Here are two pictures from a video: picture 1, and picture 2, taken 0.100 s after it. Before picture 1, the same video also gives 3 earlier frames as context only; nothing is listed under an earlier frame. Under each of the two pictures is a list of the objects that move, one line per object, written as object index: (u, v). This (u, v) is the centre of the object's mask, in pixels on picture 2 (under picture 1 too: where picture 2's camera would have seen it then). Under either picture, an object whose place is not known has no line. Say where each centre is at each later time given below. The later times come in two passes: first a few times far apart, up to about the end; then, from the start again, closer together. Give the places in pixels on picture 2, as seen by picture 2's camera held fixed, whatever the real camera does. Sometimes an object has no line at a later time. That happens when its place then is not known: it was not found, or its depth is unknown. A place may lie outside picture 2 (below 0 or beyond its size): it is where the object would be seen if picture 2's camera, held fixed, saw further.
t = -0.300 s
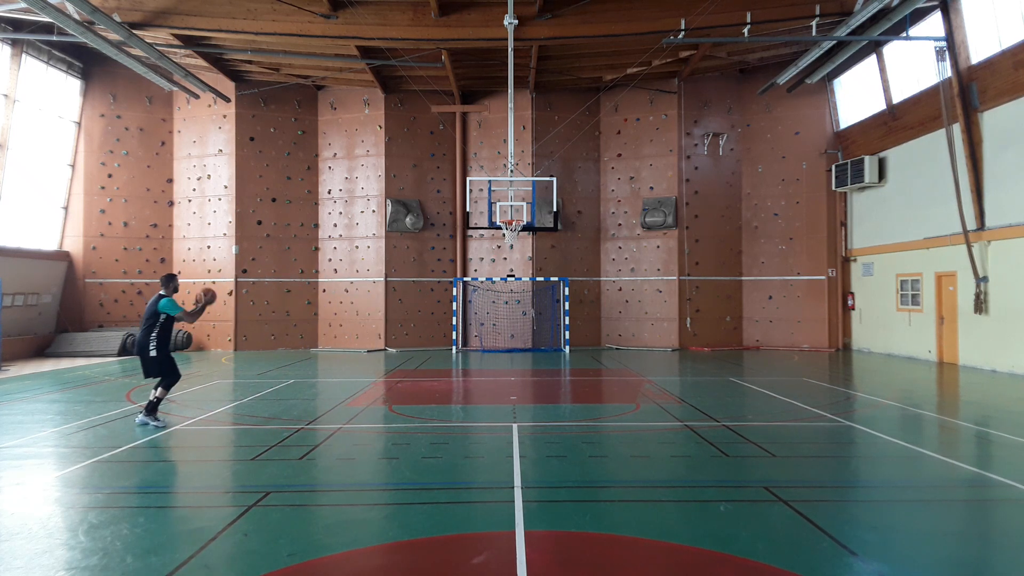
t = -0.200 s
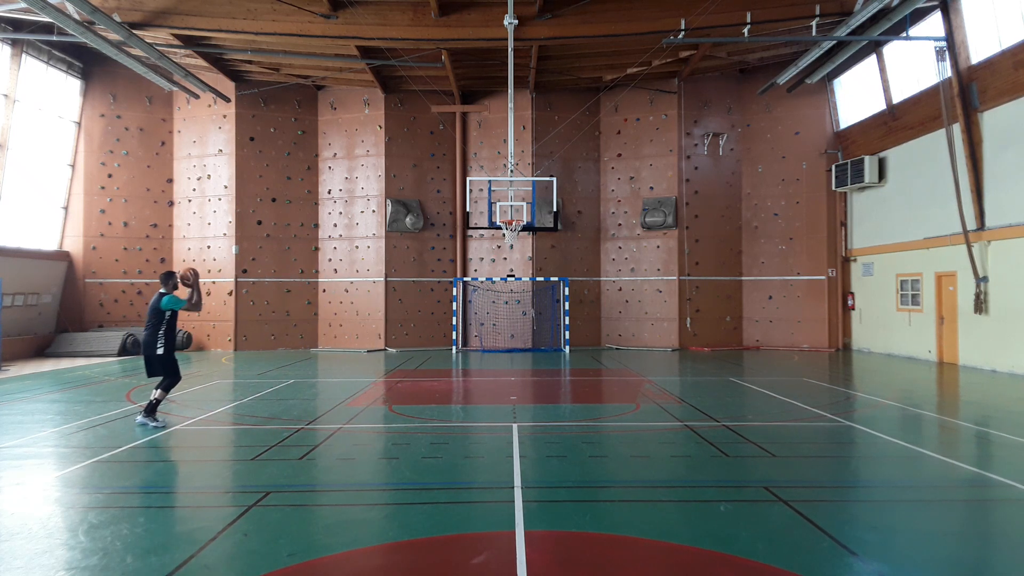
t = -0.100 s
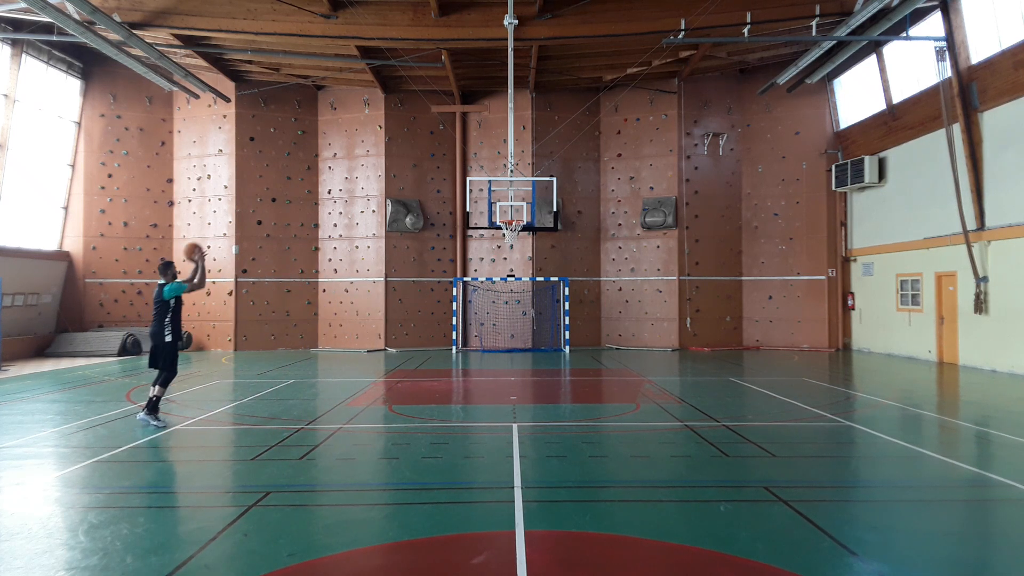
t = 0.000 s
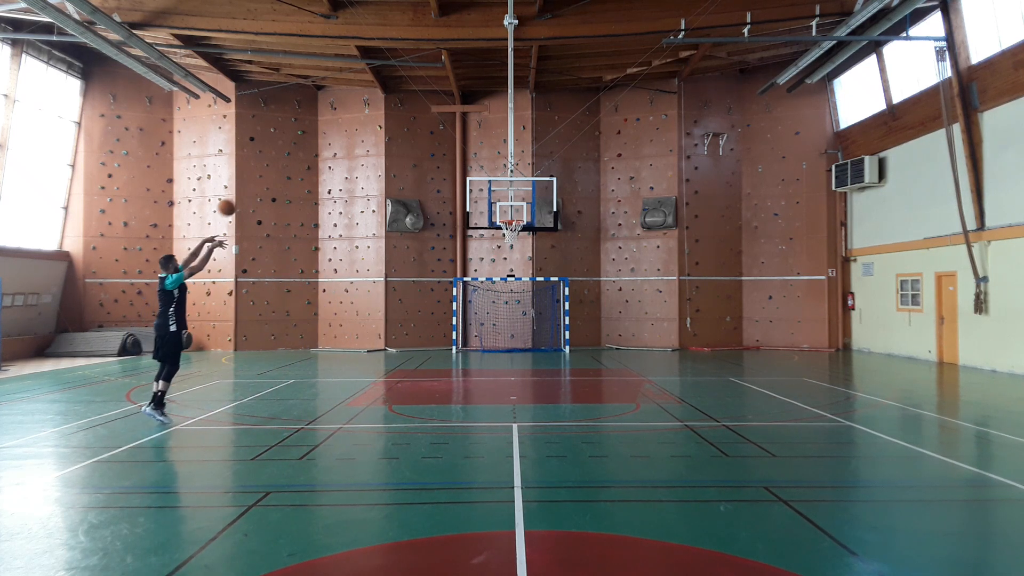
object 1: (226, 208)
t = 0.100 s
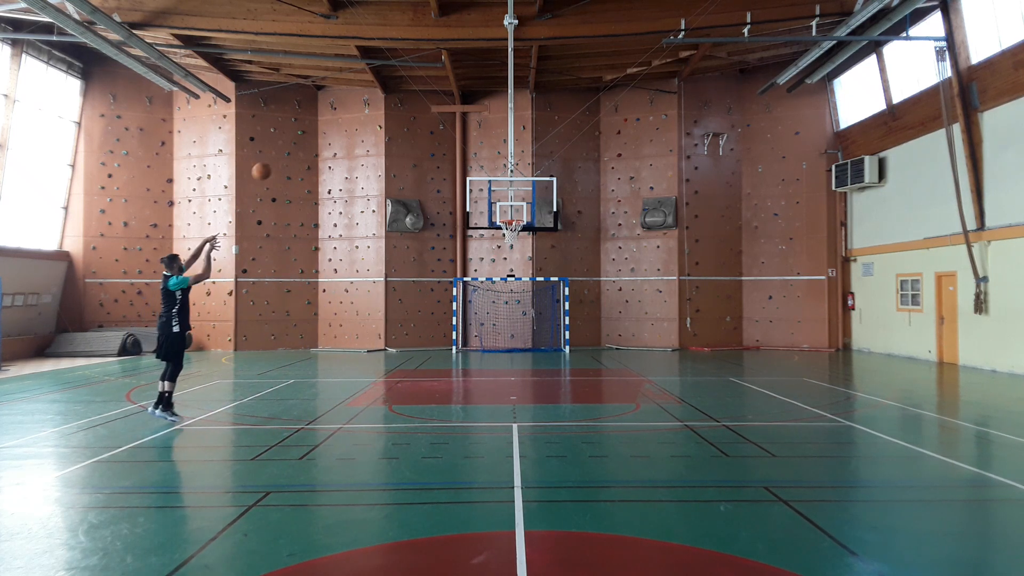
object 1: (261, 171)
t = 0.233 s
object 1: (304, 137)
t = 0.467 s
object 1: (368, 111)
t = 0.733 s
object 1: (427, 122)
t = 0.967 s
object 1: (474, 160)
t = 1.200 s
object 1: (515, 219)
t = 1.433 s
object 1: (501, 262)
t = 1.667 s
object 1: (489, 324)
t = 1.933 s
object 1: (475, 340)
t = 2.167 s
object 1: (463, 295)
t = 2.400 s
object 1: (449, 277)
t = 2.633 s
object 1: (437, 289)
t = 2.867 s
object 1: (423, 333)
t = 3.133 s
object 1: (409, 359)
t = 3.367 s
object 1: (397, 320)
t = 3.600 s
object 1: (385, 313)
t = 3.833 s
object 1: (372, 339)
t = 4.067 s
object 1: (359, 387)
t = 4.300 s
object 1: (347, 346)
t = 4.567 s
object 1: (333, 342)
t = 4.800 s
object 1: (319, 377)
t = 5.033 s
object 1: (306, 372)
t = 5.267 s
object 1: (293, 359)
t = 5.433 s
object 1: (283, 373)
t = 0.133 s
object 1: (272, 161)
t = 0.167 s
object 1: (283, 153)
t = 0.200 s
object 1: (294, 144)
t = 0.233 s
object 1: (304, 137)
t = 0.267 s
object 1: (314, 131)
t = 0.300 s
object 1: (324, 125)
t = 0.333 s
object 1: (333, 121)
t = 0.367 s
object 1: (342, 117)
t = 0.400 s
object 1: (351, 114)
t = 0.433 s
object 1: (359, 112)
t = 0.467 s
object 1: (368, 111)
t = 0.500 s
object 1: (376, 110)
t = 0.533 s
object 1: (383, 110)
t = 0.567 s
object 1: (391, 110)
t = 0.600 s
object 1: (398, 111)
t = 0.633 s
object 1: (406, 113)
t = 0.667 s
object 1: (413, 115)
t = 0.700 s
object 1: (420, 118)
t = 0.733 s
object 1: (427, 122)
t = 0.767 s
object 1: (434, 126)
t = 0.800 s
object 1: (441, 131)
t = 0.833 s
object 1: (447, 136)
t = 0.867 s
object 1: (455, 141)
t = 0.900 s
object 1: (461, 147)
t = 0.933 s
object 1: (468, 154)
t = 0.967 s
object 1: (474, 160)
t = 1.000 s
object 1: (480, 168)
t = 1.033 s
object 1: (486, 176)
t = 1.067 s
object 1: (492, 184)
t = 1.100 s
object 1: (498, 193)
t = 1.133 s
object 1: (503, 201)
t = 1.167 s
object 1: (509, 211)
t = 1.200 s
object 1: (515, 219)
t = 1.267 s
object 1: (511, 234)
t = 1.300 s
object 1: (509, 244)
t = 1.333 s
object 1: (507, 246)
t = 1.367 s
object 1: (505, 251)
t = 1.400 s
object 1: (503, 256)
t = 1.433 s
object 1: (501, 262)
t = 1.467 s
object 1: (500, 269)
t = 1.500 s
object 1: (498, 277)
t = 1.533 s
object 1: (496, 285)
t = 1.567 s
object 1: (494, 294)
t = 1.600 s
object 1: (492, 304)
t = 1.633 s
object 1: (491, 313)
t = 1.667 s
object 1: (489, 324)
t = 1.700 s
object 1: (487, 335)
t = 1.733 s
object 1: (485, 347)
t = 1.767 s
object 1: (484, 360)
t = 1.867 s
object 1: (479, 358)
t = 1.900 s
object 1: (477, 348)
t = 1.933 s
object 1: (475, 340)
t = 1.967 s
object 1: (473, 332)
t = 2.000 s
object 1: (471, 324)
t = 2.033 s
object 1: (469, 318)
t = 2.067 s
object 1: (468, 310)
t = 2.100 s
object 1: (466, 305)
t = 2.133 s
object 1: (465, 300)
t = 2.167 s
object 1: (463, 295)
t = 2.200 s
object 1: (461, 291)
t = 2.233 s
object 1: (459, 287)
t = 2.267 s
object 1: (457, 284)
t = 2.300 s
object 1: (455, 281)
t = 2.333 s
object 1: (454, 279)
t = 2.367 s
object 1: (451, 278)
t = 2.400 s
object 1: (449, 277)
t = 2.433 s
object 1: (447, 277)
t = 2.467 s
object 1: (446, 277)
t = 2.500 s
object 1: (445, 278)
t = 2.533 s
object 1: (442, 280)
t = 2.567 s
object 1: (441, 282)
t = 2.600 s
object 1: (439, 285)
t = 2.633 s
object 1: (437, 289)
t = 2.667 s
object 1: (435, 293)
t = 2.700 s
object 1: (433, 298)
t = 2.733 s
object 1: (431, 304)
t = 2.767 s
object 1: (429, 310)
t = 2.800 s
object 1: (427, 317)
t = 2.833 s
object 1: (426, 324)
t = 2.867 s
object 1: (423, 333)
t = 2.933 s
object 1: (420, 351)
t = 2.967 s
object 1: (418, 362)
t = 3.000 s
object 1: (416, 373)
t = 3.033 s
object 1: (414, 384)
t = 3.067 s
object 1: (412, 375)
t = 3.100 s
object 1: (411, 367)
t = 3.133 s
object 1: (409, 359)
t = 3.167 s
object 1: (408, 352)
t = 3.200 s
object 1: (406, 345)
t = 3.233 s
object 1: (404, 339)
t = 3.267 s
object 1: (402, 333)
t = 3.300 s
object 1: (400, 328)
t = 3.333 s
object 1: (399, 324)
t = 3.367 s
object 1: (397, 320)
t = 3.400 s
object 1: (395, 317)
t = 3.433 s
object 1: (394, 315)
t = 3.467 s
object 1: (392, 313)
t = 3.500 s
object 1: (390, 312)
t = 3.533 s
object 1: (388, 312)
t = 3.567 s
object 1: (387, 312)
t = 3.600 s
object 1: (385, 313)
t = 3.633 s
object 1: (383, 315)
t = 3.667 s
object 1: (381, 317)
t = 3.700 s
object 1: (379, 320)
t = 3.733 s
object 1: (378, 323)
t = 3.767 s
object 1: (376, 328)
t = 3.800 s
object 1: (374, 333)
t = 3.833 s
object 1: (372, 339)
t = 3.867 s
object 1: (370, 345)
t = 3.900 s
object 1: (368, 353)
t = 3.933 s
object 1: (366, 361)
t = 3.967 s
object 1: (364, 370)
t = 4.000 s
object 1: (363, 379)
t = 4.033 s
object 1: (361, 390)
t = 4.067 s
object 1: (359, 387)
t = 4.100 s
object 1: (358, 379)
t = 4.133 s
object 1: (356, 372)
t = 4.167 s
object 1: (354, 365)
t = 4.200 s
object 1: (352, 360)
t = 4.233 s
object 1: (351, 355)
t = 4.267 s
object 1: (349, 350)
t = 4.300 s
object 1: (347, 346)
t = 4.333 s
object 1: (346, 343)
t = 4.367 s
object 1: (344, 341)
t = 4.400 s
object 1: (342, 339)
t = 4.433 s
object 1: (340, 338)
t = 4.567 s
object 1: (333, 342)
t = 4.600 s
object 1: (331, 344)
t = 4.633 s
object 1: (329, 348)
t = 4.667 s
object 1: (327, 352)
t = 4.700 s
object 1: (325, 357)
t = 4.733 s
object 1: (323, 363)
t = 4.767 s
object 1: (321, 369)
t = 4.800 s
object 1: (319, 377)
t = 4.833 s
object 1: (317, 385)
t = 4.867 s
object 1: (315, 394)
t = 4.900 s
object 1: (313, 396)
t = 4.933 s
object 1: (312, 389)
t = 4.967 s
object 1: (310, 383)
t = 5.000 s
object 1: (308, 377)
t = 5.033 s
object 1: (306, 372)
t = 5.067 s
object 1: (305, 368)
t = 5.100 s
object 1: (303, 365)
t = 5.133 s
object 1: (301, 362)
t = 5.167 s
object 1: (299, 361)
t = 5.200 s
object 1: (297, 359)
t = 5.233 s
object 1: (295, 359)
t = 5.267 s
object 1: (293, 359)
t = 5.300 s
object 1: (291, 360)
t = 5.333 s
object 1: (289, 362)
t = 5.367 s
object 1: (287, 365)
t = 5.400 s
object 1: (285, 368)
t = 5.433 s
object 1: (283, 373)
